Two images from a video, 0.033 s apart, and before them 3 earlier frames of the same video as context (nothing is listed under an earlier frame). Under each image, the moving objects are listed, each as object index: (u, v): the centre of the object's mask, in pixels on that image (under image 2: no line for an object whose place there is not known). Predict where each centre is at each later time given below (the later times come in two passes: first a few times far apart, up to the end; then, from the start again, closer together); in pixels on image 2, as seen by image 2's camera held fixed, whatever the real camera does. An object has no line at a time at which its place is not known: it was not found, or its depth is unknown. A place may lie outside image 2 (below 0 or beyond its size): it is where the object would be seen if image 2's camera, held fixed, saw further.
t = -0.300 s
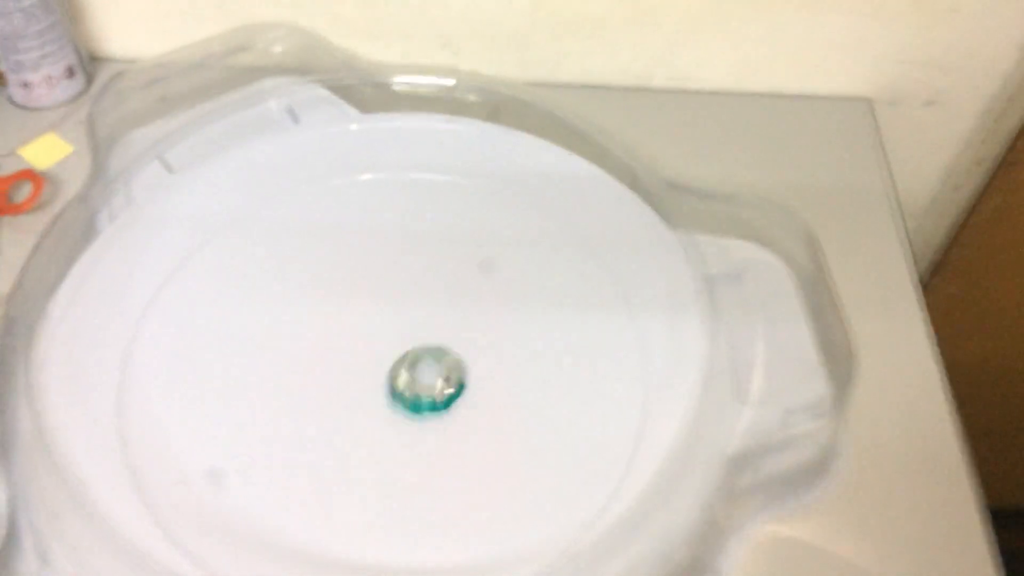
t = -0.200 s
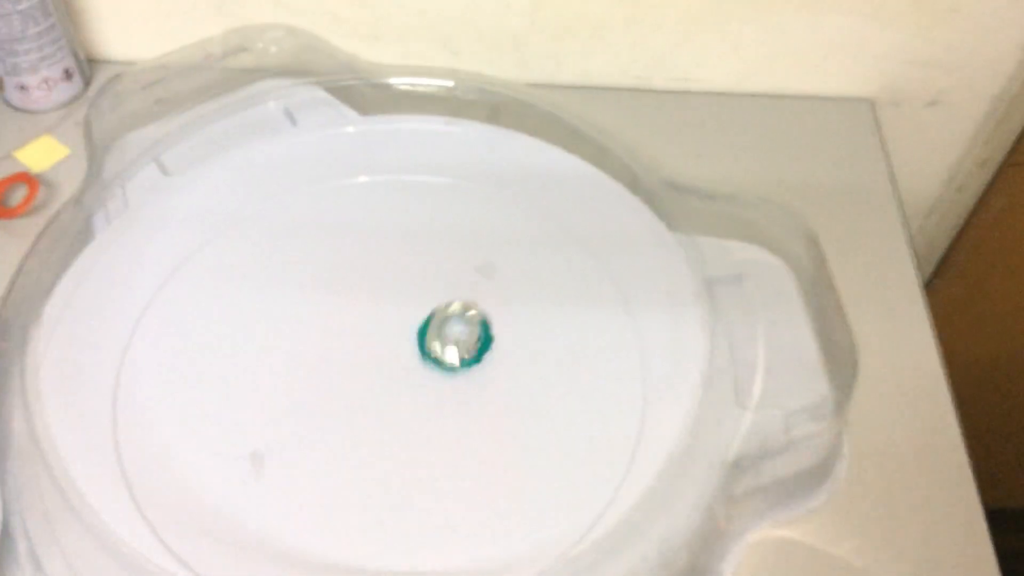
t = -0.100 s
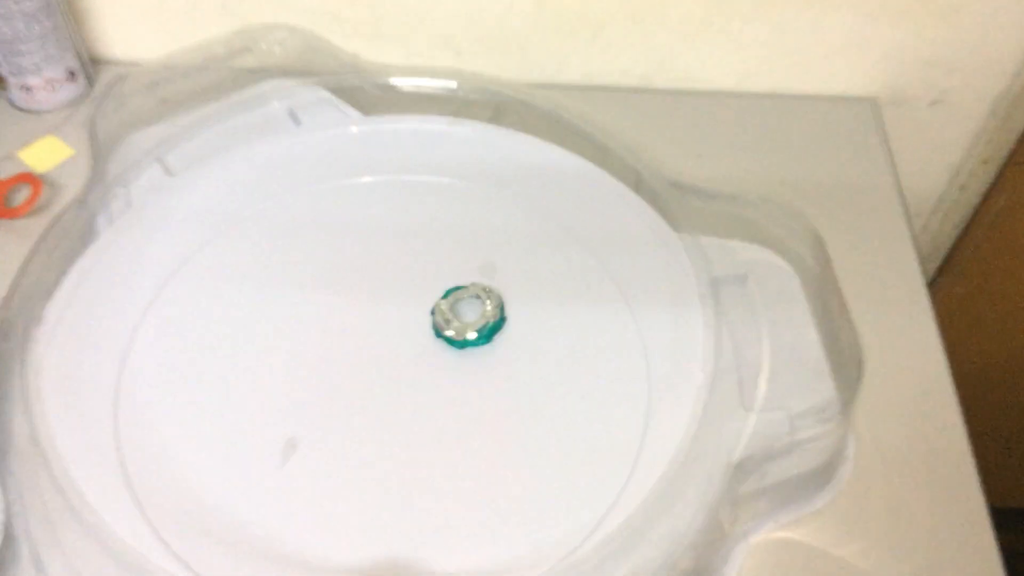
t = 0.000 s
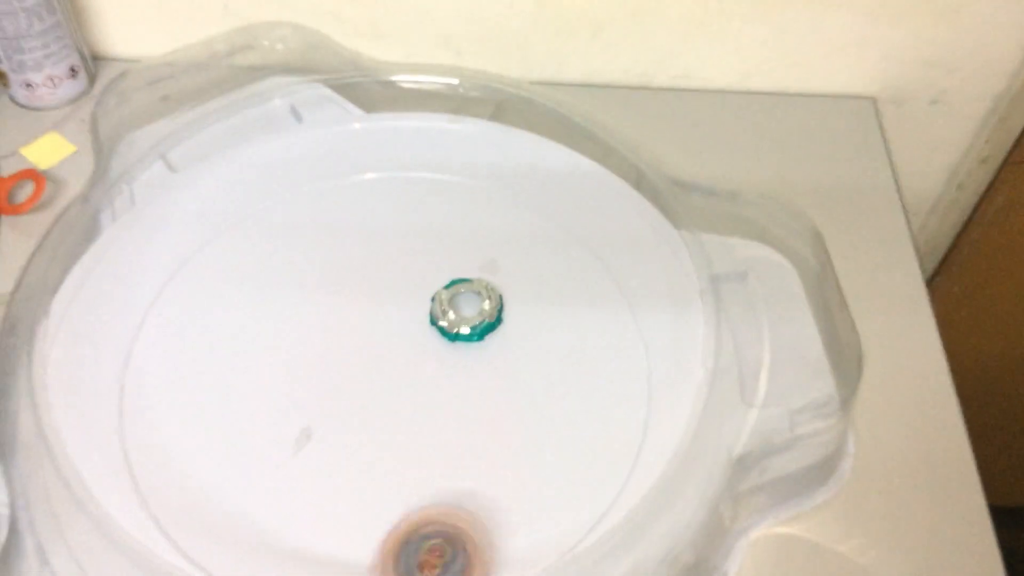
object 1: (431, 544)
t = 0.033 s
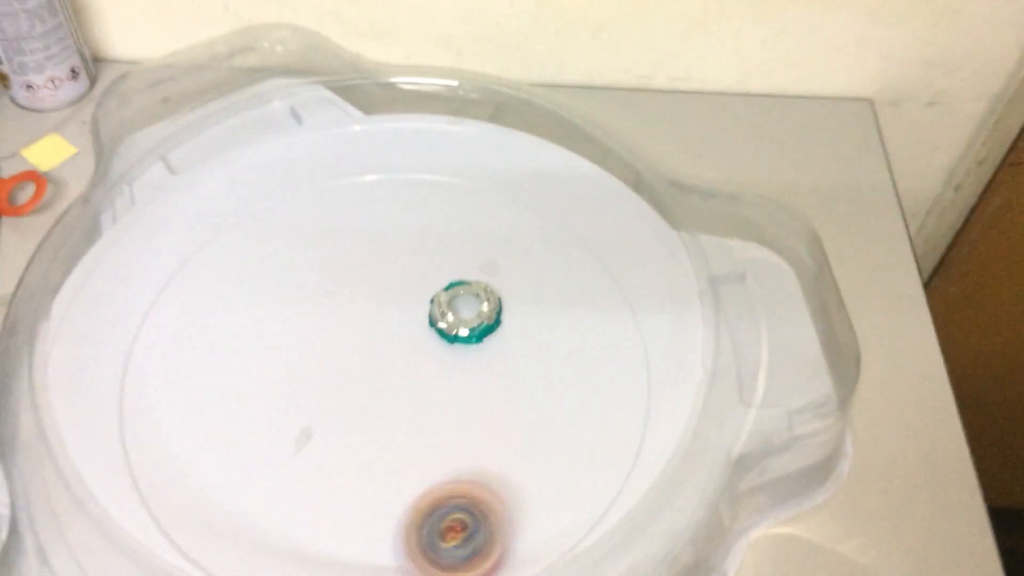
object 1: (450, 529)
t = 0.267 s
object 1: (522, 290)
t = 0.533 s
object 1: (419, 154)
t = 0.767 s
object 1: (225, 226)
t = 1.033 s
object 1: (199, 464)
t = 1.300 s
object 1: (489, 538)
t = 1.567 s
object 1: (632, 335)
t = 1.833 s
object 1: (447, 186)
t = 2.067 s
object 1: (205, 230)
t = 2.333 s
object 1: (142, 464)
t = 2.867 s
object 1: (619, 367)
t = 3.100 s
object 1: (499, 183)
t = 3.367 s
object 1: (253, 185)
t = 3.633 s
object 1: (125, 382)
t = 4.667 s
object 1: (324, 208)
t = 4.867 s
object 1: (188, 313)
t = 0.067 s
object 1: (471, 495)
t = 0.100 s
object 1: (494, 464)
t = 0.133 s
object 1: (510, 429)
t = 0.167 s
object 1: (519, 395)
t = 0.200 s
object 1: (525, 358)
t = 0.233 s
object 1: (526, 324)
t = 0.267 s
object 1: (522, 290)
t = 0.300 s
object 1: (521, 261)
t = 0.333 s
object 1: (519, 232)
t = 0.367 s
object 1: (510, 209)
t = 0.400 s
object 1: (499, 191)
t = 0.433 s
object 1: (482, 175)
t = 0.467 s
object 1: (465, 163)
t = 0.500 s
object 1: (443, 157)
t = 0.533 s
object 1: (419, 154)
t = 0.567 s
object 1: (392, 156)
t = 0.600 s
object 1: (362, 159)
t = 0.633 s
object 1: (334, 166)
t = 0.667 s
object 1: (306, 175)
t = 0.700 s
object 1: (276, 188)
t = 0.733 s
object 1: (250, 206)
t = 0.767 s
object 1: (225, 226)
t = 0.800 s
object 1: (206, 247)
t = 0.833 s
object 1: (188, 273)
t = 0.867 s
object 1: (174, 302)
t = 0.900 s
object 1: (167, 330)
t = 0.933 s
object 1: (165, 363)
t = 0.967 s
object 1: (168, 396)
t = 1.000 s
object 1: (178, 428)
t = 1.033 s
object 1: (199, 464)
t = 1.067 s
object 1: (223, 495)
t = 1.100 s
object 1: (250, 519)
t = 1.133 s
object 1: (284, 533)
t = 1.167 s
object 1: (328, 540)
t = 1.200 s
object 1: (369, 545)
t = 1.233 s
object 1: (412, 546)
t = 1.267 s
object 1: (450, 544)
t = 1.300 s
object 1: (489, 538)
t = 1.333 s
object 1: (527, 529)
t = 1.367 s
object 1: (560, 511)
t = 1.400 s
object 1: (588, 487)
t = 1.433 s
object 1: (607, 455)
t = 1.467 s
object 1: (623, 427)
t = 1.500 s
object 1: (635, 395)
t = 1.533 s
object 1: (637, 366)
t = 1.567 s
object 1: (632, 335)
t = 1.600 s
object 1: (621, 305)
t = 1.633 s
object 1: (605, 279)
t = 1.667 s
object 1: (586, 255)
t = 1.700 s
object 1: (565, 234)
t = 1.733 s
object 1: (540, 217)
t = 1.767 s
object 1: (511, 204)
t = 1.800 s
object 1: (481, 194)
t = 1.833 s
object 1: (447, 186)
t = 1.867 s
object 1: (415, 182)
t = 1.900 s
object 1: (380, 181)
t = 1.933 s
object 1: (341, 184)
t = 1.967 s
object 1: (307, 190)
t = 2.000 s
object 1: (271, 200)
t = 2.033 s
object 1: (236, 214)
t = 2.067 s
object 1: (205, 230)
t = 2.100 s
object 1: (176, 251)
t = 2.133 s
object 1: (150, 275)
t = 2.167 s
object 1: (131, 299)
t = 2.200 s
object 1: (121, 329)
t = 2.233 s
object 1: (120, 359)
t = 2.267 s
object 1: (123, 396)
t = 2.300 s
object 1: (129, 429)
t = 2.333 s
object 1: (142, 464)
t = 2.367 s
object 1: (165, 494)
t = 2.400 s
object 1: (187, 525)
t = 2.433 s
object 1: (216, 538)
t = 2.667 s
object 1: (503, 539)
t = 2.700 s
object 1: (536, 525)
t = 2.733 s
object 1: (566, 501)
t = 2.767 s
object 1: (586, 471)
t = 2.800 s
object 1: (604, 435)
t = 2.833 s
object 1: (615, 401)
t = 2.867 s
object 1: (619, 367)
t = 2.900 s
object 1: (616, 333)
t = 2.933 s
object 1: (609, 303)
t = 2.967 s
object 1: (596, 274)
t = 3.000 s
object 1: (578, 244)
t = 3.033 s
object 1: (553, 220)
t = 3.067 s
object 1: (528, 199)
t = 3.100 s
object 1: (499, 183)
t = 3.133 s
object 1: (473, 172)
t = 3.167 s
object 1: (442, 162)
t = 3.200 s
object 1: (410, 155)
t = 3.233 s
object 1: (379, 154)
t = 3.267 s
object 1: (346, 156)
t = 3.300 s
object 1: (316, 165)
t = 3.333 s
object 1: (285, 173)
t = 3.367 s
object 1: (253, 185)
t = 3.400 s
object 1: (224, 202)
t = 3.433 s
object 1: (200, 221)
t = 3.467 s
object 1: (179, 243)
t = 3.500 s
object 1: (156, 269)
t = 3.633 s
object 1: (125, 382)
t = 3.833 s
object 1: (244, 533)
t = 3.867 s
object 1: (275, 543)
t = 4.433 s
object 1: (503, 227)
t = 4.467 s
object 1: (482, 216)
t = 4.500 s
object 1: (462, 207)
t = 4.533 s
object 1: (436, 202)
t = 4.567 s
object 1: (412, 199)
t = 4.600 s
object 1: (383, 199)
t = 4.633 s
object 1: (357, 201)
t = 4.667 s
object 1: (324, 208)
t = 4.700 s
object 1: (297, 217)
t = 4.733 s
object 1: (269, 230)
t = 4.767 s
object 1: (242, 247)
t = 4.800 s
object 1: (221, 267)
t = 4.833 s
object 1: (201, 291)
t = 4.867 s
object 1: (188, 313)
